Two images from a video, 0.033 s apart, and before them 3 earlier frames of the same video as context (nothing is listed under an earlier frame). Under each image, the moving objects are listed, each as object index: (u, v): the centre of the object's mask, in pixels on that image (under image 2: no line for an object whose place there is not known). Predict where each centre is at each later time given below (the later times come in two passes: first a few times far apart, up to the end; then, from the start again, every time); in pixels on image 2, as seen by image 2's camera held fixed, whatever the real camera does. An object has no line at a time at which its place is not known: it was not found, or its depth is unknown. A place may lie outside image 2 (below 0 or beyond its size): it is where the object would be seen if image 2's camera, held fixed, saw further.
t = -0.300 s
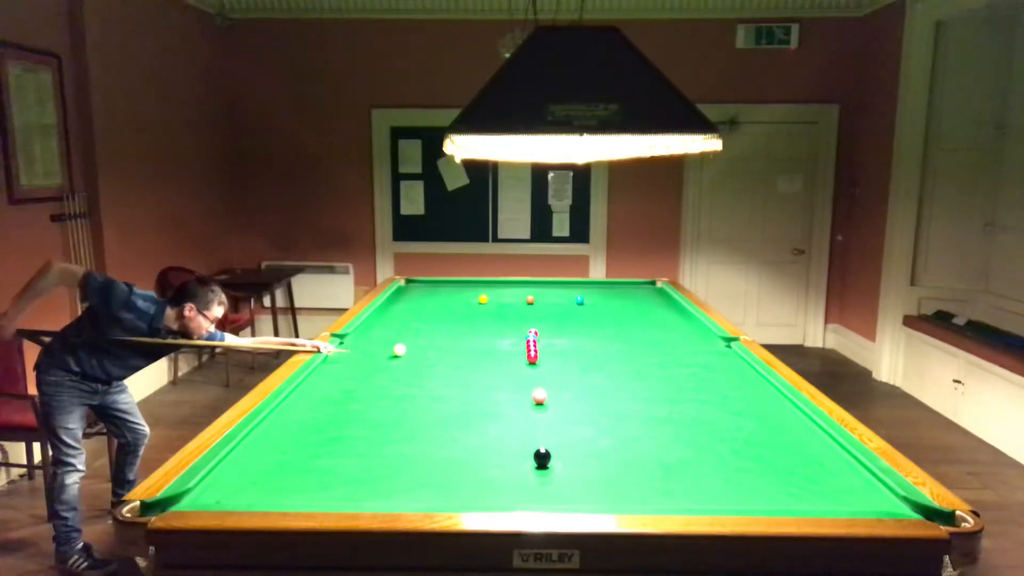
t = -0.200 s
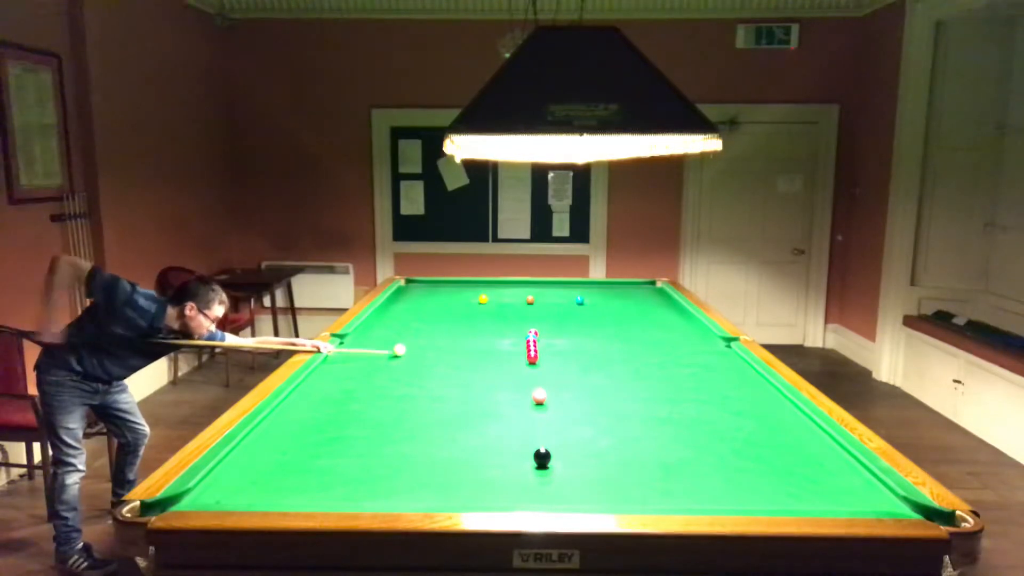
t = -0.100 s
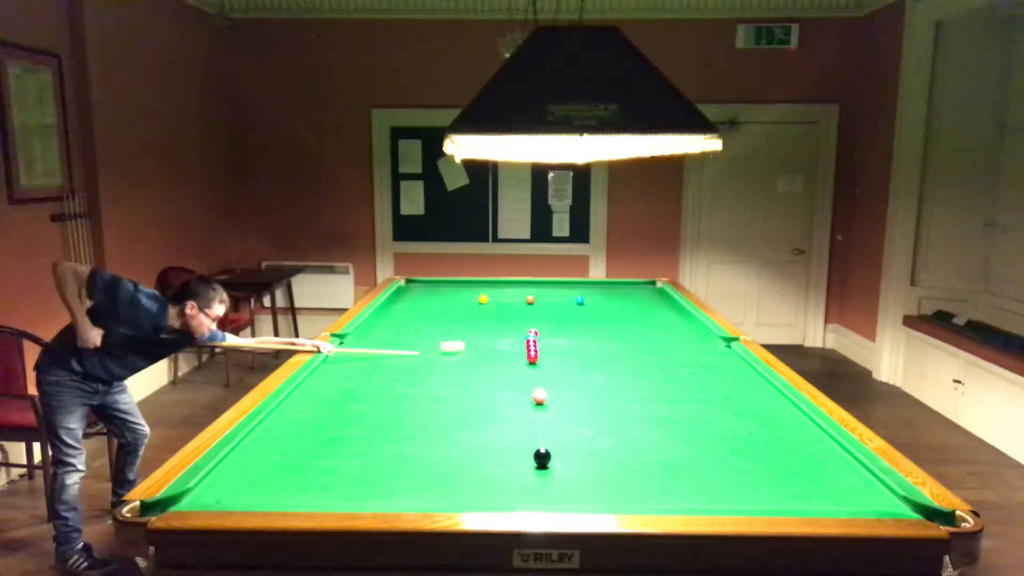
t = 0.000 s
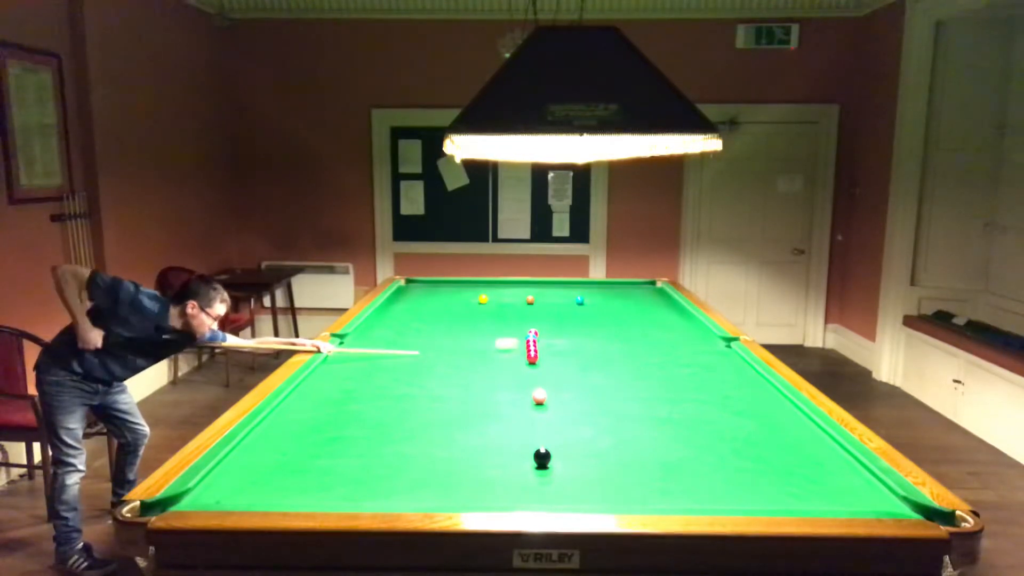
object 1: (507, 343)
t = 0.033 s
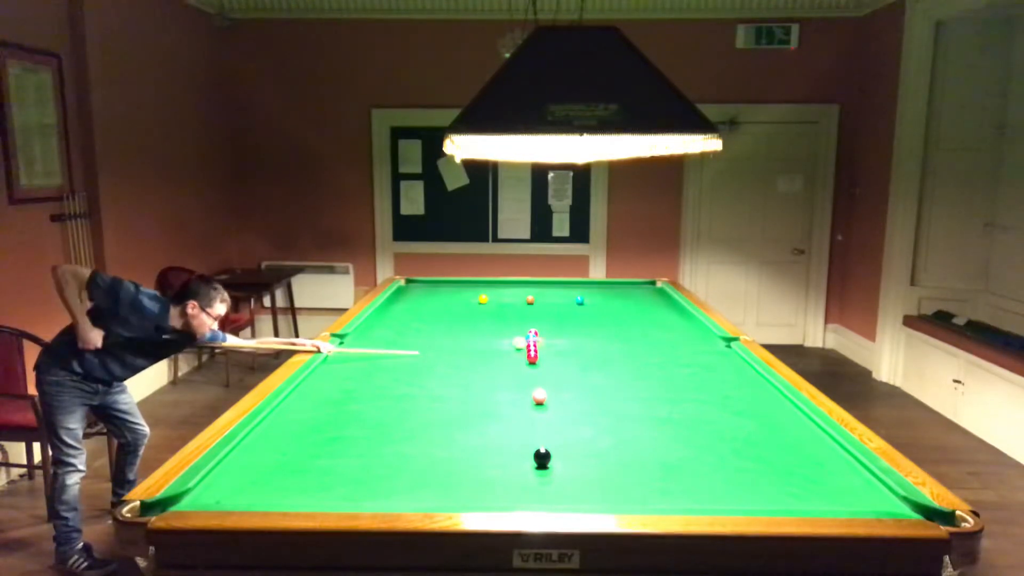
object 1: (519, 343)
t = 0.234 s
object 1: (513, 340)
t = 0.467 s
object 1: (503, 338)
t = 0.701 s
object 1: (494, 336)
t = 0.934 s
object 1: (486, 334)
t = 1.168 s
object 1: (479, 333)
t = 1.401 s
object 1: (472, 332)
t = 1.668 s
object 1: (466, 330)
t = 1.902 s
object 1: (462, 330)
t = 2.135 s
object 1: (458, 329)
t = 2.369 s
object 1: (455, 329)
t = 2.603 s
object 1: (454, 329)
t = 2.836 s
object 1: (453, 329)
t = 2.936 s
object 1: (452, 329)
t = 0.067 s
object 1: (520, 342)
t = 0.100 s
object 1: (519, 342)
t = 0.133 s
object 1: (518, 341)
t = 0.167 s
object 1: (517, 341)
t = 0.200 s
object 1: (515, 341)
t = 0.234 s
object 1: (513, 340)
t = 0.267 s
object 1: (512, 340)
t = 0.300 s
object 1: (510, 340)
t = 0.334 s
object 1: (509, 339)
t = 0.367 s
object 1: (507, 339)
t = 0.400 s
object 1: (506, 339)
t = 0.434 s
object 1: (505, 339)
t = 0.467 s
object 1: (503, 338)
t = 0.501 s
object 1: (501, 338)
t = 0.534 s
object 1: (500, 338)
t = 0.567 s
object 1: (499, 337)
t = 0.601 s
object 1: (497, 337)
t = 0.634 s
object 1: (496, 337)
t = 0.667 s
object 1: (495, 337)
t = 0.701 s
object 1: (494, 336)
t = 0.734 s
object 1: (492, 336)
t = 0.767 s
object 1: (491, 336)
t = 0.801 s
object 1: (490, 336)
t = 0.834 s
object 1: (489, 335)
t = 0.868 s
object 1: (488, 335)
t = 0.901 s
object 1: (487, 335)
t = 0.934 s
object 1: (486, 334)
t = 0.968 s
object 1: (485, 334)
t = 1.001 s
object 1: (484, 334)
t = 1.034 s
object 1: (483, 333)
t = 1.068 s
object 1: (482, 333)
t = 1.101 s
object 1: (480, 333)
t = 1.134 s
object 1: (480, 333)
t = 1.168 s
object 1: (479, 333)
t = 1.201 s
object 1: (478, 332)
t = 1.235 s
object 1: (477, 332)
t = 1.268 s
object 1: (476, 332)
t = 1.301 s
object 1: (475, 332)
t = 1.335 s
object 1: (474, 332)
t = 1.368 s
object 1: (473, 332)
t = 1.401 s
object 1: (472, 332)
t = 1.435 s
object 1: (471, 331)
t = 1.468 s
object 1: (471, 331)
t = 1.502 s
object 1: (470, 331)
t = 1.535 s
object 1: (469, 331)
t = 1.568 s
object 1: (468, 331)
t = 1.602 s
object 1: (468, 331)
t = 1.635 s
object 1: (467, 330)
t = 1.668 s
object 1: (466, 330)
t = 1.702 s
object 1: (465, 330)
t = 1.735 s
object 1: (465, 330)
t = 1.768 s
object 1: (464, 330)
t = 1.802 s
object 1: (463, 330)
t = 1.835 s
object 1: (463, 330)
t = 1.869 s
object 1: (462, 330)
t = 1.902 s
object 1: (462, 330)
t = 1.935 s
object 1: (461, 330)
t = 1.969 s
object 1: (461, 330)
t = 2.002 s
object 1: (460, 330)
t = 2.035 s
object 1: (460, 330)
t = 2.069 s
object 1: (459, 330)
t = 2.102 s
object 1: (459, 329)
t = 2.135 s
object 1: (458, 329)
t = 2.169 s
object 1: (458, 329)
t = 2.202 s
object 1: (457, 329)
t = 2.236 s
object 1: (457, 329)
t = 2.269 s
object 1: (456, 329)
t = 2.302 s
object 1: (456, 329)
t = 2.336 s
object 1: (456, 329)
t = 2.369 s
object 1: (455, 329)
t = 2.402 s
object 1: (455, 329)
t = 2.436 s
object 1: (454, 329)
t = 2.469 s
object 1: (454, 329)
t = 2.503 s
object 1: (454, 329)
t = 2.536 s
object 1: (454, 329)
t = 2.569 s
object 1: (454, 329)
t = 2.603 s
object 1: (454, 329)
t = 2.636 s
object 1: (453, 329)
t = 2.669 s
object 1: (453, 329)
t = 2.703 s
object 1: (453, 329)
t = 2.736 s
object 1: (453, 329)
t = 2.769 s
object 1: (453, 329)
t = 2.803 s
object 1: (453, 329)
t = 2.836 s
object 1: (453, 329)
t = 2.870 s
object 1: (453, 328)
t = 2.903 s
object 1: (453, 329)
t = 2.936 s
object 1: (452, 329)
